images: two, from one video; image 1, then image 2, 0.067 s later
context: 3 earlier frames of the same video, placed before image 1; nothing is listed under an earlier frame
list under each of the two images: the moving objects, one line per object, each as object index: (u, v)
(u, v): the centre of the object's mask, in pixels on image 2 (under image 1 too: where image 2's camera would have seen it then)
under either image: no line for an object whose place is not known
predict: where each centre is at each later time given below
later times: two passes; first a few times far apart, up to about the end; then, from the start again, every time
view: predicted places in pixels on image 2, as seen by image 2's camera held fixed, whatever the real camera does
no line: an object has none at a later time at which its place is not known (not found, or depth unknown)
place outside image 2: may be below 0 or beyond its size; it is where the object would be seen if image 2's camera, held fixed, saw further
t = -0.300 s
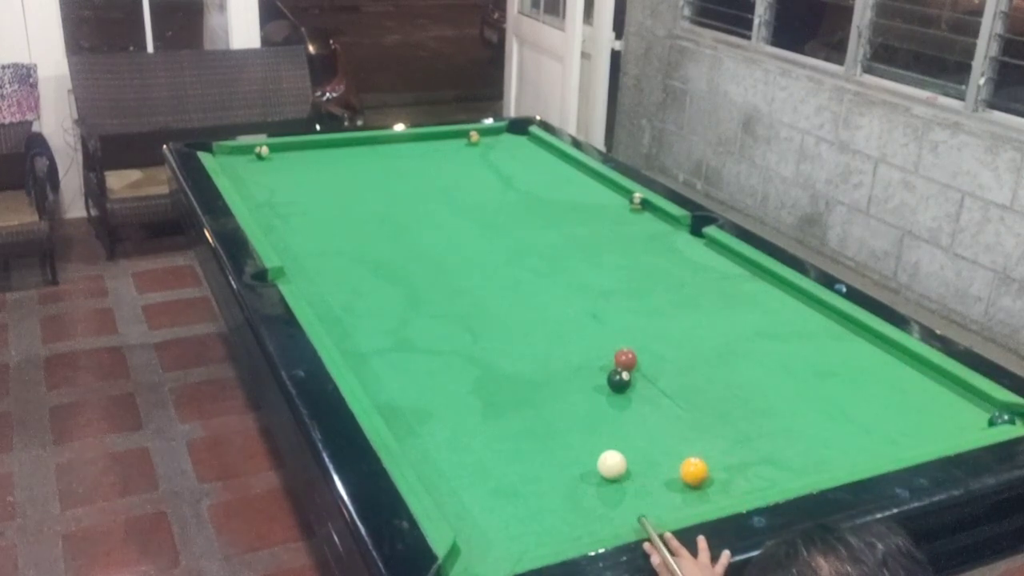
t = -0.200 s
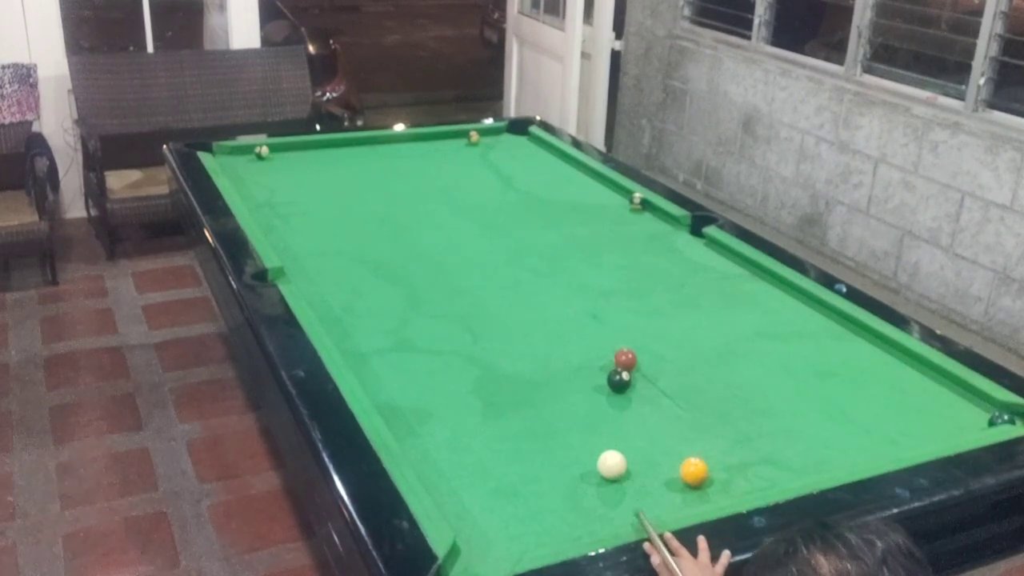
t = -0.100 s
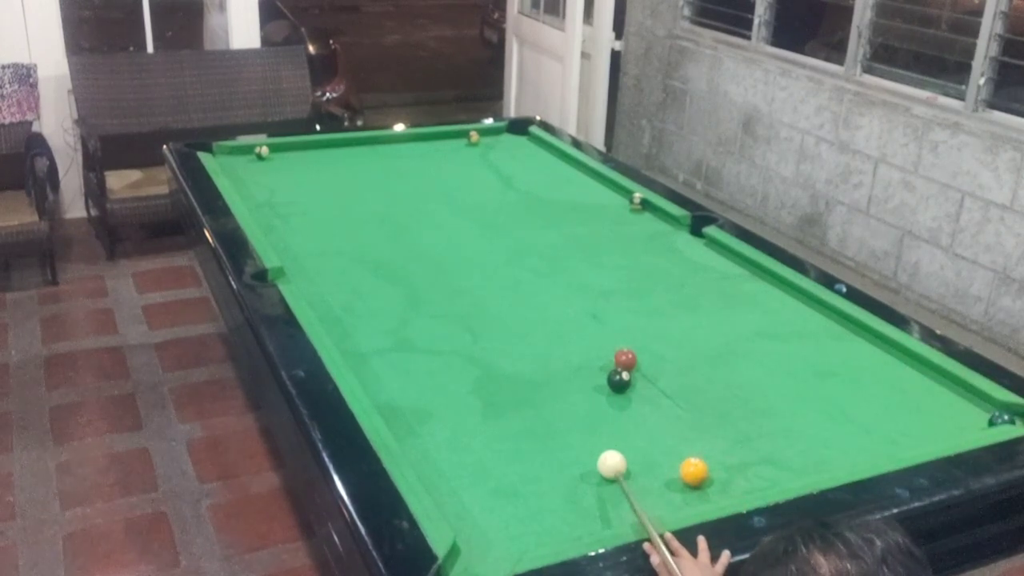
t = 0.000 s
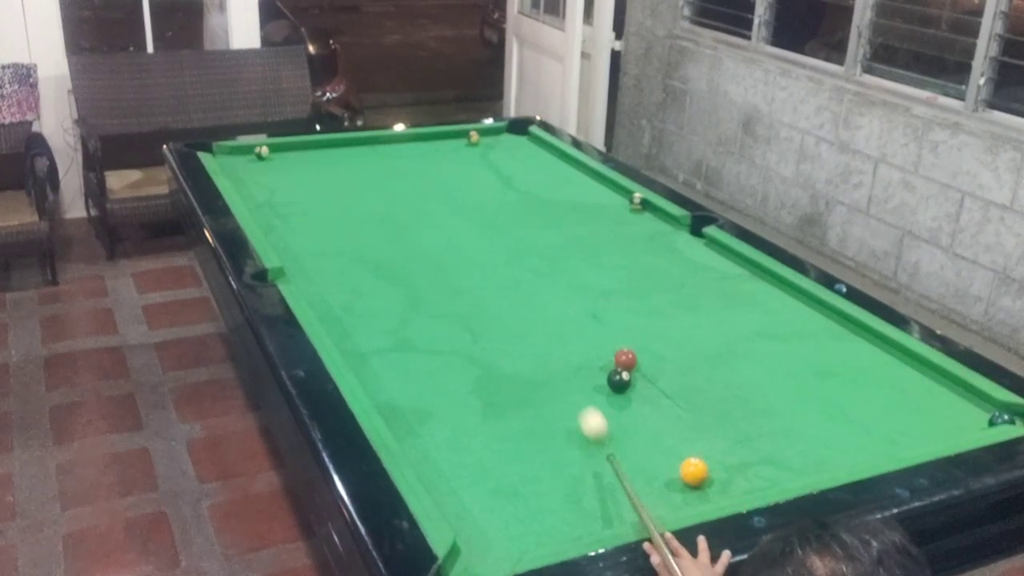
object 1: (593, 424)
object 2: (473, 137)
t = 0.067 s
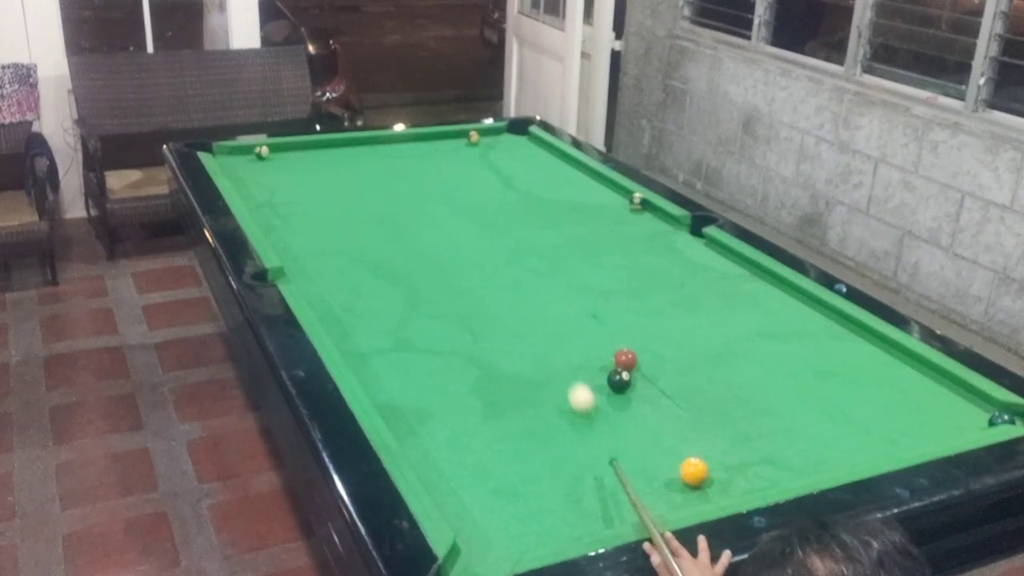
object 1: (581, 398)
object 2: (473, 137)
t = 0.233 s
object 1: (556, 344)
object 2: (473, 137)
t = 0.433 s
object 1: (532, 293)
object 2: (473, 137)
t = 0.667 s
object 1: (510, 245)
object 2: (473, 137)
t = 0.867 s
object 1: (494, 212)
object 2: (473, 137)
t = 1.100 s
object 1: (480, 180)
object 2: (473, 137)
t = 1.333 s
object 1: (468, 153)
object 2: (473, 137)
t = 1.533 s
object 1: (456, 134)
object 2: (477, 136)
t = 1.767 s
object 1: (472, 144)
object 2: (491, 133)
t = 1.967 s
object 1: (487, 155)
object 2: (500, 134)
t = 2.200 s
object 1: (506, 167)
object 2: (512, 132)
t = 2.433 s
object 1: (525, 179)
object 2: (522, 129)
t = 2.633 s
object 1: (543, 190)
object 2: (521, 127)
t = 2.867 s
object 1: (564, 204)
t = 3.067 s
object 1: (582, 216)
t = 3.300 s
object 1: (604, 231)
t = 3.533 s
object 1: (627, 246)
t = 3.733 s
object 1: (647, 259)
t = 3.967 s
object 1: (671, 277)
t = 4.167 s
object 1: (692, 292)
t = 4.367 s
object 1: (714, 307)
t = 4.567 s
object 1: (736, 323)
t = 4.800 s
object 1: (763, 343)
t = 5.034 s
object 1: (790, 364)
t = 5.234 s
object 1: (814, 382)
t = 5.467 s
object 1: (842, 404)
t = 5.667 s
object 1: (867, 423)
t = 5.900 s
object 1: (896, 444)
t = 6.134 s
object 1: (878, 436)
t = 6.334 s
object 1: (862, 427)
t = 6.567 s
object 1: (845, 418)
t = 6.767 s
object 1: (831, 411)
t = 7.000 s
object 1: (818, 404)
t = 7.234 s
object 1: (806, 398)
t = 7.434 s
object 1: (798, 393)
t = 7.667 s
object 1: (789, 390)
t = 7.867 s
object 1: (783, 387)
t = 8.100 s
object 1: (777, 385)
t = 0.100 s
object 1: (575, 386)
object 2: (473, 137)
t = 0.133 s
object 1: (570, 375)
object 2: (473, 137)
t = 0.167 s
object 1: (566, 364)
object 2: (473, 137)
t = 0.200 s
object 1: (561, 353)
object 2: (473, 137)
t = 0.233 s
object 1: (556, 344)
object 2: (473, 137)
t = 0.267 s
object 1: (551, 334)
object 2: (473, 137)
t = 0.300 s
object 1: (547, 325)
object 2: (473, 137)
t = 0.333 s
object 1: (543, 317)
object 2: (473, 137)
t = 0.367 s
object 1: (539, 309)
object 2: (473, 137)
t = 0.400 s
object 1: (536, 300)
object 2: (473, 137)
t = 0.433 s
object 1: (532, 293)
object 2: (473, 137)
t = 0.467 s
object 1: (529, 285)
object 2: (473, 137)
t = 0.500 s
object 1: (525, 278)
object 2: (473, 137)
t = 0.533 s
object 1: (522, 271)
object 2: (473, 137)
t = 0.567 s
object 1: (519, 264)
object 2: (473, 137)
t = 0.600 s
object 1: (516, 258)
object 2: (473, 137)
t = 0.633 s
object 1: (513, 251)
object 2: (473, 137)
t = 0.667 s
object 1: (510, 245)
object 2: (473, 137)
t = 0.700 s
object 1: (507, 239)
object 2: (473, 137)
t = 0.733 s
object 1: (504, 233)
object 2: (473, 137)
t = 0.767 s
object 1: (502, 228)
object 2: (473, 137)
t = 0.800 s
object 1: (499, 222)
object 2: (473, 137)
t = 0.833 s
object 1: (497, 217)
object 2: (473, 137)
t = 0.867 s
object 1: (494, 212)
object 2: (473, 137)
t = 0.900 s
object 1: (492, 207)
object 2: (473, 137)
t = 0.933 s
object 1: (490, 202)
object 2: (473, 137)
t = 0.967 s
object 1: (488, 197)
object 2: (473, 137)
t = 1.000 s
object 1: (486, 193)
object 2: (473, 137)
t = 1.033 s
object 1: (484, 188)
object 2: (473, 137)
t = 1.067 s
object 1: (482, 184)
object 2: (473, 137)
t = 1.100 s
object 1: (480, 180)
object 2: (473, 137)
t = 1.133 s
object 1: (478, 176)
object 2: (473, 137)
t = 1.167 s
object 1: (476, 172)
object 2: (473, 137)
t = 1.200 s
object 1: (474, 168)
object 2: (473, 137)
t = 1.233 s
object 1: (473, 164)
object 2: (473, 137)
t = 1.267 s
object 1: (471, 161)
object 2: (473, 137)
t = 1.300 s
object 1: (469, 157)
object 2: (473, 137)
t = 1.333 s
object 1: (468, 153)
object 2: (473, 137)
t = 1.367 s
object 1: (466, 150)
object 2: (473, 137)
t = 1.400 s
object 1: (465, 146)
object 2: (474, 137)
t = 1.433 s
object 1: (463, 143)
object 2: (474, 137)
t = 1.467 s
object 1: (462, 140)
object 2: (474, 137)
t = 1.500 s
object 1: (459, 137)
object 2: (474, 137)
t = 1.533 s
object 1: (456, 134)
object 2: (477, 136)
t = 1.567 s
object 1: (457, 135)
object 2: (479, 136)
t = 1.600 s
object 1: (460, 136)
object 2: (480, 136)
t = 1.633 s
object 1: (462, 138)
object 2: (482, 136)
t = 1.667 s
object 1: (464, 140)
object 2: (485, 135)
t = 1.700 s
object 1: (467, 141)
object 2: (487, 135)
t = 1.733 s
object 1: (469, 143)
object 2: (489, 134)
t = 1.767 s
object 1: (472, 144)
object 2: (491, 133)
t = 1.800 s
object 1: (474, 146)
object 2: (493, 134)
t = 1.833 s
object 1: (477, 148)
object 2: (495, 134)
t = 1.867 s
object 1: (479, 150)
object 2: (496, 134)
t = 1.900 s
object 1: (482, 151)
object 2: (498, 134)
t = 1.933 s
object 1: (484, 153)
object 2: (499, 134)
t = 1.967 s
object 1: (487, 155)
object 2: (500, 134)
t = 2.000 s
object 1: (490, 157)
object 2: (502, 134)
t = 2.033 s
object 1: (492, 158)
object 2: (504, 133)
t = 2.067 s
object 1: (495, 160)
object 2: (506, 133)
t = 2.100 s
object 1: (497, 162)
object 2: (508, 133)
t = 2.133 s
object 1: (500, 163)
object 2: (510, 133)
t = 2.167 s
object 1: (503, 165)
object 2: (511, 132)
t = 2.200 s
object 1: (506, 167)
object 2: (512, 132)
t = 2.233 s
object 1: (508, 169)
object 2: (514, 132)
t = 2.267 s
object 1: (511, 170)
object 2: (515, 132)
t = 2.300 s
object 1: (514, 172)
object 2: (517, 131)
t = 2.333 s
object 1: (517, 174)
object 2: (518, 130)
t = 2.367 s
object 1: (519, 176)
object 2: (520, 130)
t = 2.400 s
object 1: (522, 177)
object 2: (522, 130)
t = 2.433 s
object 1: (525, 179)
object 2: (522, 129)
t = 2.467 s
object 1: (528, 181)
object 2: (522, 129)
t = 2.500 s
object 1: (531, 183)
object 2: (521, 129)
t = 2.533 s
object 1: (534, 185)
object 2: (521, 128)
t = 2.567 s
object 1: (537, 187)
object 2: (521, 128)
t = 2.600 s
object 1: (540, 189)
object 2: (521, 127)
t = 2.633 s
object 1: (543, 190)
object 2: (521, 127)
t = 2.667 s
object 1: (545, 192)
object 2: (521, 128)
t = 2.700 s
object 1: (549, 194)
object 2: (521, 128)
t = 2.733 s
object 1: (552, 196)
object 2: (521, 129)
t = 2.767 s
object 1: (555, 198)
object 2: (522, 130)
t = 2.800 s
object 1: (557, 200)
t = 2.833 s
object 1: (561, 202)
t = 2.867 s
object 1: (564, 204)
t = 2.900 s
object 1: (566, 206)
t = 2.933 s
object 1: (570, 208)
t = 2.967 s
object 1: (573, 210)
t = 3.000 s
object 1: (576, 212)
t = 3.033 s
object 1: (579, 214)
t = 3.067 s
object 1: (582, 216)
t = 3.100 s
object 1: (585, 218)
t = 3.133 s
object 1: (588, 220)
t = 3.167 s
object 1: (591, 222)
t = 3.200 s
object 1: (595, 224)
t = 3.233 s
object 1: (598, 226)
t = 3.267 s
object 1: (601, 229)
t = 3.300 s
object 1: (604, 231)
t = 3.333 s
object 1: (608, 233)
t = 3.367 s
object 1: (611, 235)
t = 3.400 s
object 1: (614, 237)
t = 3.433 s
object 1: (617, 239)
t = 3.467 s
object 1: (620, 242)
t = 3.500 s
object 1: (624, 244)
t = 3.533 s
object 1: (627, 246)
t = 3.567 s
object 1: (630, 248)
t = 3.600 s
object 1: (634, 251)
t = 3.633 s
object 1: (637, 253)
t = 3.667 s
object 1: (640, 255)
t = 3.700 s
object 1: (644, 257)
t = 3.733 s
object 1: (647, 259)
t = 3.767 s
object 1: (650, 262)
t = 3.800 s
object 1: (654, 265)
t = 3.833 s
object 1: (657, 267)
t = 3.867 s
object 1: (661, 269)
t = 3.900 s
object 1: (664, 272)
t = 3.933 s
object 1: (668, 274)
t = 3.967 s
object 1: (671, 277)
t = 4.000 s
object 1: (675, 279)
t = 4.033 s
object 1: (678, 282)
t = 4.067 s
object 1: (682, 284)
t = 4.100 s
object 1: (685, 287)
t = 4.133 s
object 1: (689, 289)
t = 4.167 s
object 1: (692, 292)
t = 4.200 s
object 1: (696, 294)
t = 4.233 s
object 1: (699, 297)
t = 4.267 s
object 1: (703, 300)
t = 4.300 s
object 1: (707, 302)
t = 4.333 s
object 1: (710, 305)
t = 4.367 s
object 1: (714, 307)
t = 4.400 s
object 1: (717, 310)
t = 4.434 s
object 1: (721, 313)
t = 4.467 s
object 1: (725, 315)
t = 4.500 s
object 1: (728, 318)
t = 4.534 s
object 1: (732, 321)
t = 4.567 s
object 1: (736, 323)
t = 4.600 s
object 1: (740, 326)
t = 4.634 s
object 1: (744, 329)
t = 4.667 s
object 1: (747, 332)
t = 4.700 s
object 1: (751, 335)
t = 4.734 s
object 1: (755, 337)
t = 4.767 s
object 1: (759, 340)
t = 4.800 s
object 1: (763, 343)
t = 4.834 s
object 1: (767, 346)
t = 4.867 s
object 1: (770, 349)
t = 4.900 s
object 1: (774, 352)
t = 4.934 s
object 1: (778, 355)
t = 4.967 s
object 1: (782, 358)
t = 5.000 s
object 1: (786, 361)
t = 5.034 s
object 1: (790, 364)
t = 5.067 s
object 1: (794, 366)
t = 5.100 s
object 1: (798, 370)
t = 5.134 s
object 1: (802, 372)
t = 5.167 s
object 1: (806, 376)
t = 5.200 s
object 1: (810, 379)
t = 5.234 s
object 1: (814, 382)
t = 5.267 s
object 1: (818, 385)
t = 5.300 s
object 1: (822, 388)
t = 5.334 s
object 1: (826, 391)
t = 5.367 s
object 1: (830, 394)
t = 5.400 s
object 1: (834, 397)
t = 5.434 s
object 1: (838, 400)
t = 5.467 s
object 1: (842, 404)
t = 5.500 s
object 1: (846, 407)
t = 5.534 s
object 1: (850, 410)
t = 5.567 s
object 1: (854, 414)
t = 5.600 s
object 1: (858, 417)
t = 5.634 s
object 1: (863, 420)
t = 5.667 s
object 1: (867, 423)
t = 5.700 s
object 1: (871, 427)
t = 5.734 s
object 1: (875, 430)
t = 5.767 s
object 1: (880, 434)
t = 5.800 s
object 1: (884, 437)
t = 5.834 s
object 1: (888, 440)
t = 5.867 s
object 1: (893, 442)
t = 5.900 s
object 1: (896, 444)
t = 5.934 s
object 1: (895, 443)
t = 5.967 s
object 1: (891, 442)
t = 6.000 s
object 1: (889, 441)
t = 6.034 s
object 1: (886, 440)
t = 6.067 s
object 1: (884, 439)
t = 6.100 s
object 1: (881, 437)
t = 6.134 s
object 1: (878, 436)
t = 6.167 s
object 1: (875, 434)
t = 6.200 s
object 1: (872, 433)
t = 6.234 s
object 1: (870, 431)
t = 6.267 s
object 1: (867, 430)
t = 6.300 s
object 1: (864, 428)
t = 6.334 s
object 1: (862, 427)
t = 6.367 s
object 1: (859, 426)
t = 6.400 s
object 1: (857, 424)
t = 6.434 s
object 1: (854, 423)
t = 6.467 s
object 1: (852, 422)
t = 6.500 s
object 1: (849, 420)
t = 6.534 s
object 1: (847, 419)
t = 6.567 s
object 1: (845, 418)
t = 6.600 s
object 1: (842, 417)
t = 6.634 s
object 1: (840, 415)
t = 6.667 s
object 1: (838, 414)
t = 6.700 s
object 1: (836, 413)
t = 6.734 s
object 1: (833, 412)
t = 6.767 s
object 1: (831, 411)
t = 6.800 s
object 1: (829, 410)
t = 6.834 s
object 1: (827, 409)
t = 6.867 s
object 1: (825, 408)
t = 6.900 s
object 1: (823, 407)
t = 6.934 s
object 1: (821, 406)
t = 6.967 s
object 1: (820, 405)
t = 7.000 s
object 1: (818, 404)
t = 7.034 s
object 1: (816, 403)
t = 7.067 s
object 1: (814, 402)
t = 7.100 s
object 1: (812, 401)
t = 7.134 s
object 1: (811, 400)
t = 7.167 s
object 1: (809, 399)
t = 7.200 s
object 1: (808, 399)
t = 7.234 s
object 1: (806, 398)
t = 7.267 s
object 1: (805, 397)
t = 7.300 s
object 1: (803, 396)
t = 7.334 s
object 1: (802, 396)
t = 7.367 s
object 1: (800, 395)
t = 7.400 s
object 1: (799, 394)
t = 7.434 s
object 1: (798, 393)
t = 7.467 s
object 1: (796, 393)
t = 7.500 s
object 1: (795, 392)
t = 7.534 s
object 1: (794, 392)
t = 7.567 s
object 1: (792, 391)
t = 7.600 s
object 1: (791, 391)
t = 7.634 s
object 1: (790, 390)
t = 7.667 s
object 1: (789, 390)
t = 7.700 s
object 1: (788, 389)
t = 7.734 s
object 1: (787, 389)
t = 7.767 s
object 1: (786, 389)
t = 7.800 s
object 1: (785, 388)
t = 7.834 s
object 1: (784, 388)
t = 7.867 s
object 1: (783, 387)
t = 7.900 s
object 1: (782, 387)
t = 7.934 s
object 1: (781, 387)
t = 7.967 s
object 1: (780, 386)
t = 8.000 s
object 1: (779, 386)
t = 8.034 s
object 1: (778, 386)
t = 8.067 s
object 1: (778, 386)
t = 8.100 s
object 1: (777, 385)
